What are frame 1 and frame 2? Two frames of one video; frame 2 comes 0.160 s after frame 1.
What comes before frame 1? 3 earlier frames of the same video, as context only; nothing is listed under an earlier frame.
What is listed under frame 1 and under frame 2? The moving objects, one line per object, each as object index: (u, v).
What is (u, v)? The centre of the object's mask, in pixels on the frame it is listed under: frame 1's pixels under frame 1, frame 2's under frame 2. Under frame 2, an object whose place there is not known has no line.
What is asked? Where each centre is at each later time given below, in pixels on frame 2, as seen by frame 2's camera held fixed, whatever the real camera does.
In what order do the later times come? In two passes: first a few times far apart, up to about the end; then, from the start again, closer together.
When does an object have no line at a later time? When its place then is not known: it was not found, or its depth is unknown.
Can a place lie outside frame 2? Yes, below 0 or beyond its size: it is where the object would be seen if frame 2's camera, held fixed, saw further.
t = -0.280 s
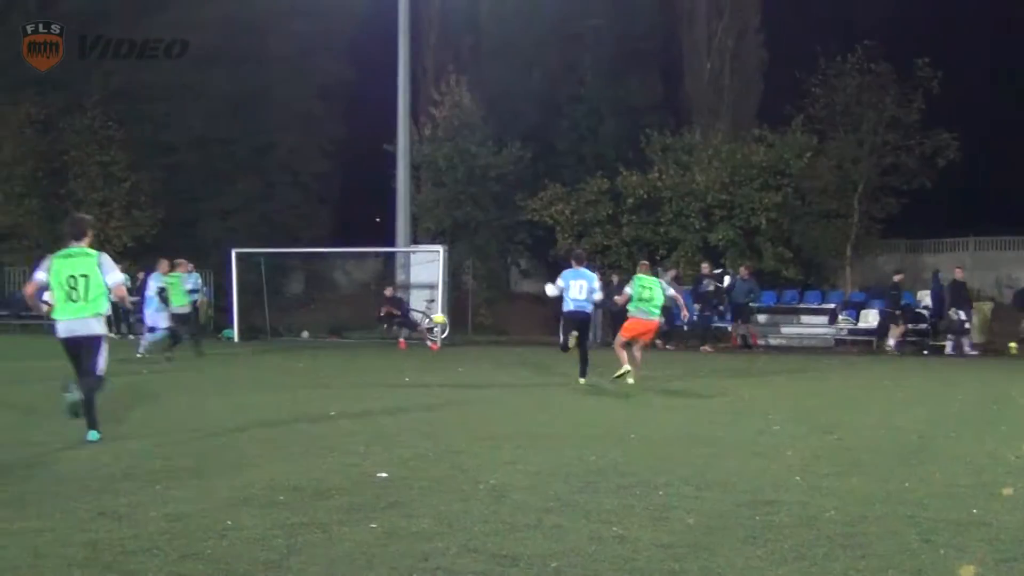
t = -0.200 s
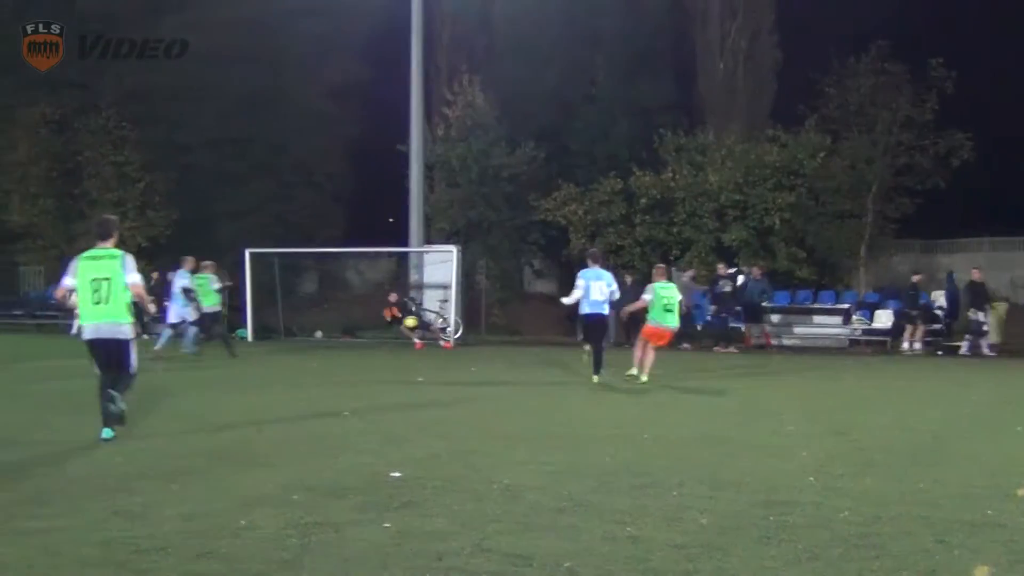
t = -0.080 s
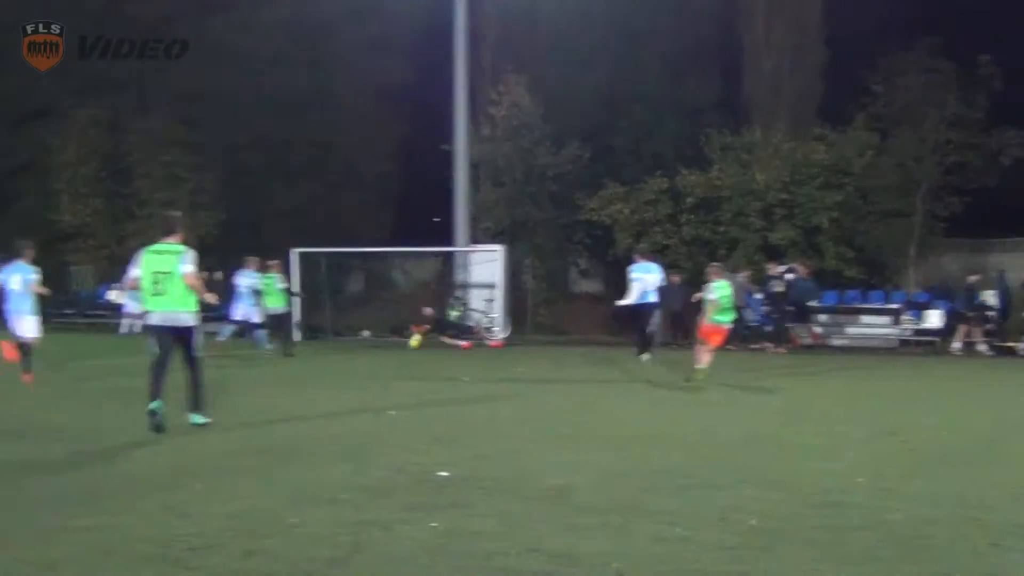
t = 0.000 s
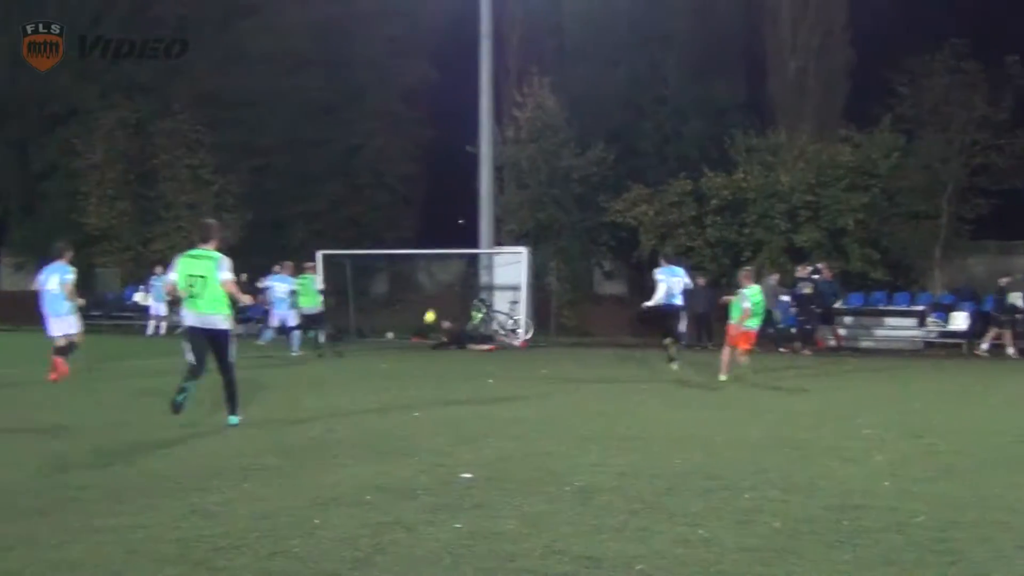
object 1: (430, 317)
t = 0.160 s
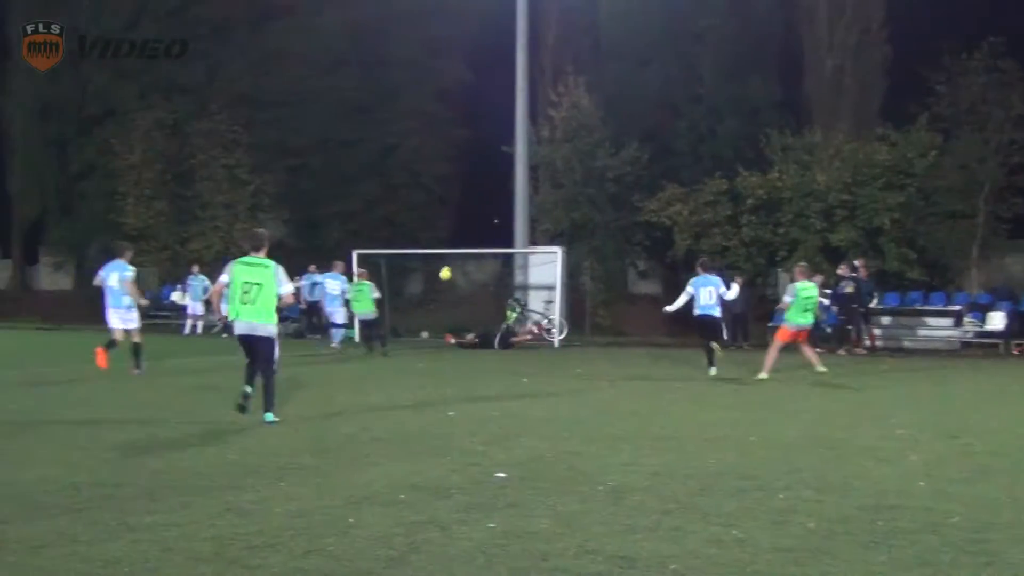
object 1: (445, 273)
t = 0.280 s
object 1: (430, 250)
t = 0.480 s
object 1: (404, 227)
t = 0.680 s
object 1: (374, 229)
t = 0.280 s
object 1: (430, 250)
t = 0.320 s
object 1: (425, 243)
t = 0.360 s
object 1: (420, 238)
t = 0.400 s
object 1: (415, 234)
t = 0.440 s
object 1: (409, 230)
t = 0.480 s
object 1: (404, 227)
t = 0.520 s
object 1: (398, 226)
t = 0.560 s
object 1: (392, 225)
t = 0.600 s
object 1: (386, 226)
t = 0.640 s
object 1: (380, 226)
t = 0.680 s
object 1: (374, 229)
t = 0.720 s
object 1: (368, 232)
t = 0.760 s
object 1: (362, 237)
